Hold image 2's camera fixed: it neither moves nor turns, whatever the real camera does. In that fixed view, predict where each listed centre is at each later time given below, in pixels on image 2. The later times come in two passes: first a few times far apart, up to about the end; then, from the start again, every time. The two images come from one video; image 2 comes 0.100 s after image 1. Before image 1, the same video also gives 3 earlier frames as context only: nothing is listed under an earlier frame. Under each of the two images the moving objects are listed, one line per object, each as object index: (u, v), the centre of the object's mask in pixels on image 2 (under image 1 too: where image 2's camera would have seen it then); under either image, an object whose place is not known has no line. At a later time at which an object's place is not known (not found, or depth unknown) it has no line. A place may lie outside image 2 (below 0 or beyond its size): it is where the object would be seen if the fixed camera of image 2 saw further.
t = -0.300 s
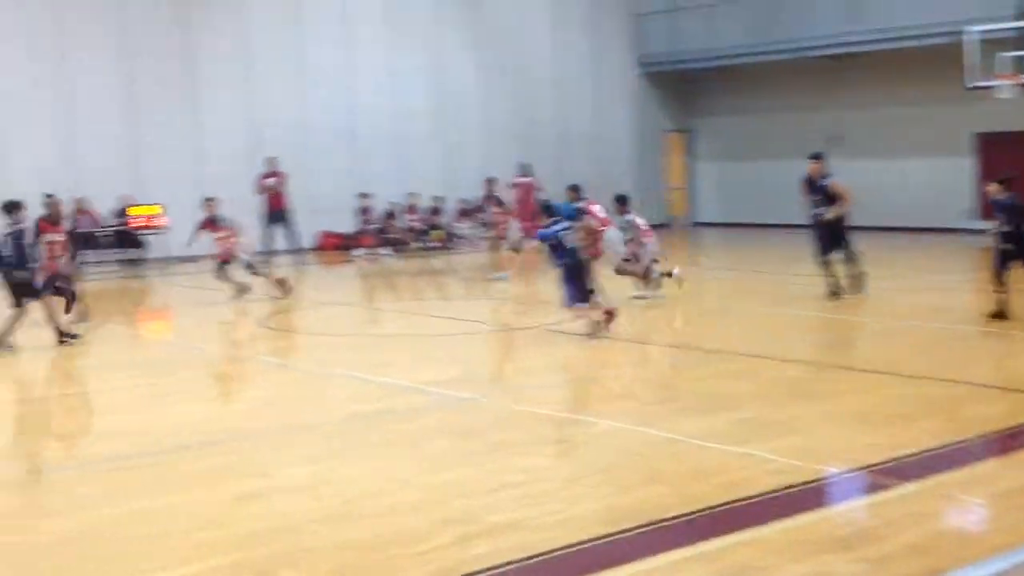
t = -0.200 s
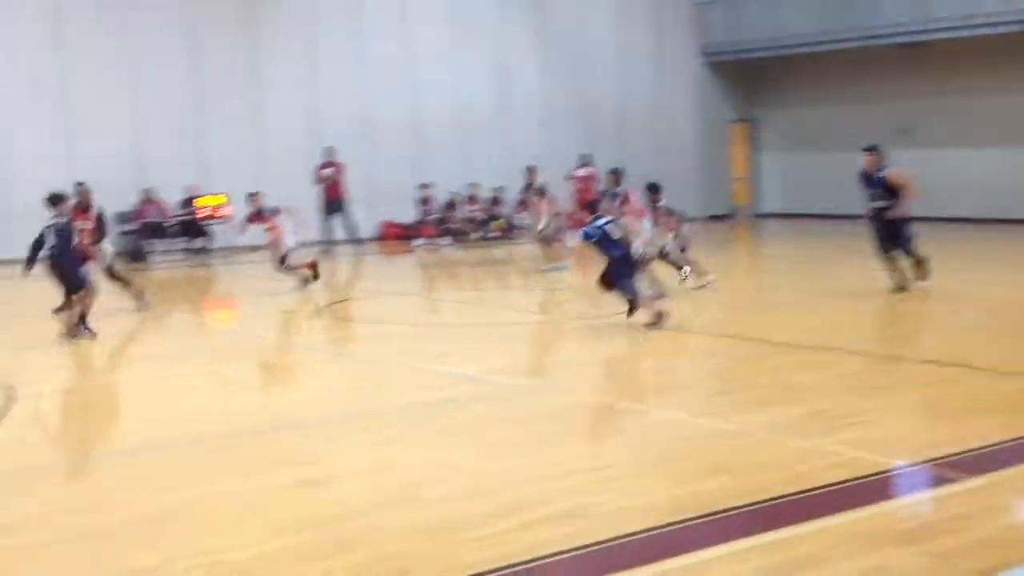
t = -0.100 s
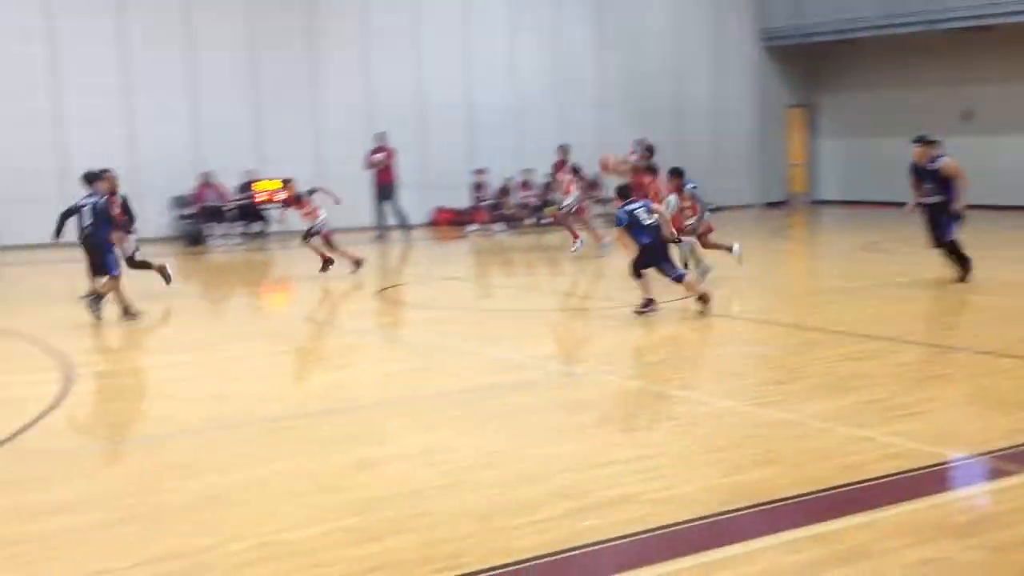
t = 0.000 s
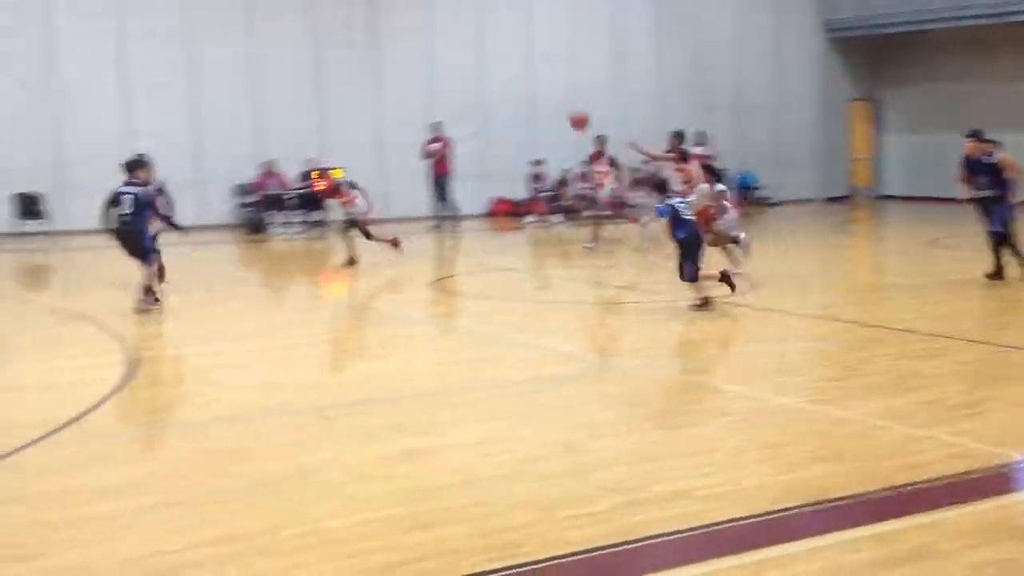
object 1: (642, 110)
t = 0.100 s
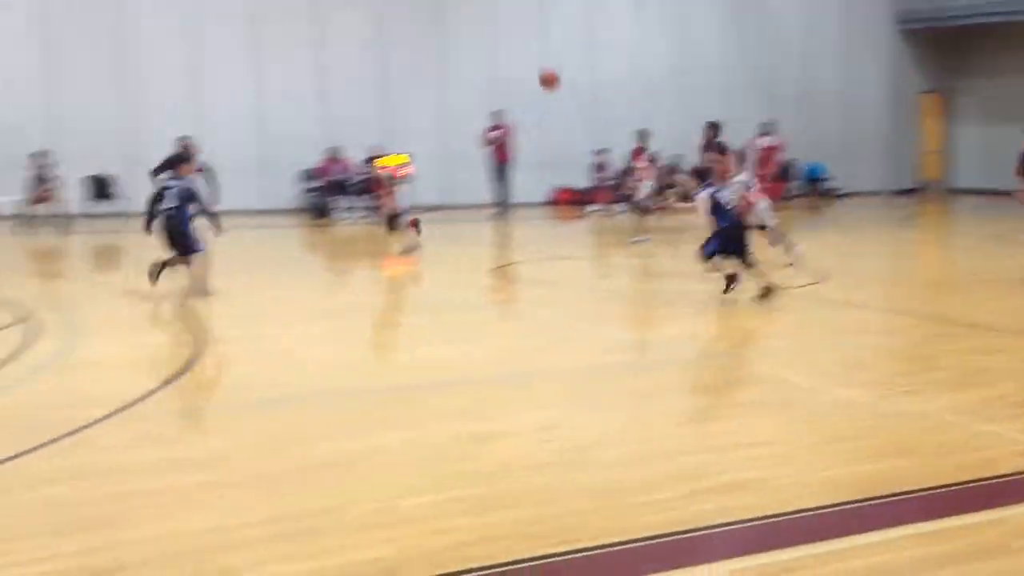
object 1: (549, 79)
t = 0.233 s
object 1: (424, 53)
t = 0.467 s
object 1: (199, 47)
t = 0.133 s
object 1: (518, 71)
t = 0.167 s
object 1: (487, 64)
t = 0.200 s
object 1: (456, 58)
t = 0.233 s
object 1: (424, 53)
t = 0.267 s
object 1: (392, 49)
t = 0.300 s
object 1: (360, 46)
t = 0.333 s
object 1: (328, 44)
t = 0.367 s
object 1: (295, 42)
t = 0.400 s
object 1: (263, 43)
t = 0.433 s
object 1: (231, 45)
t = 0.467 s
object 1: (199, 47)
